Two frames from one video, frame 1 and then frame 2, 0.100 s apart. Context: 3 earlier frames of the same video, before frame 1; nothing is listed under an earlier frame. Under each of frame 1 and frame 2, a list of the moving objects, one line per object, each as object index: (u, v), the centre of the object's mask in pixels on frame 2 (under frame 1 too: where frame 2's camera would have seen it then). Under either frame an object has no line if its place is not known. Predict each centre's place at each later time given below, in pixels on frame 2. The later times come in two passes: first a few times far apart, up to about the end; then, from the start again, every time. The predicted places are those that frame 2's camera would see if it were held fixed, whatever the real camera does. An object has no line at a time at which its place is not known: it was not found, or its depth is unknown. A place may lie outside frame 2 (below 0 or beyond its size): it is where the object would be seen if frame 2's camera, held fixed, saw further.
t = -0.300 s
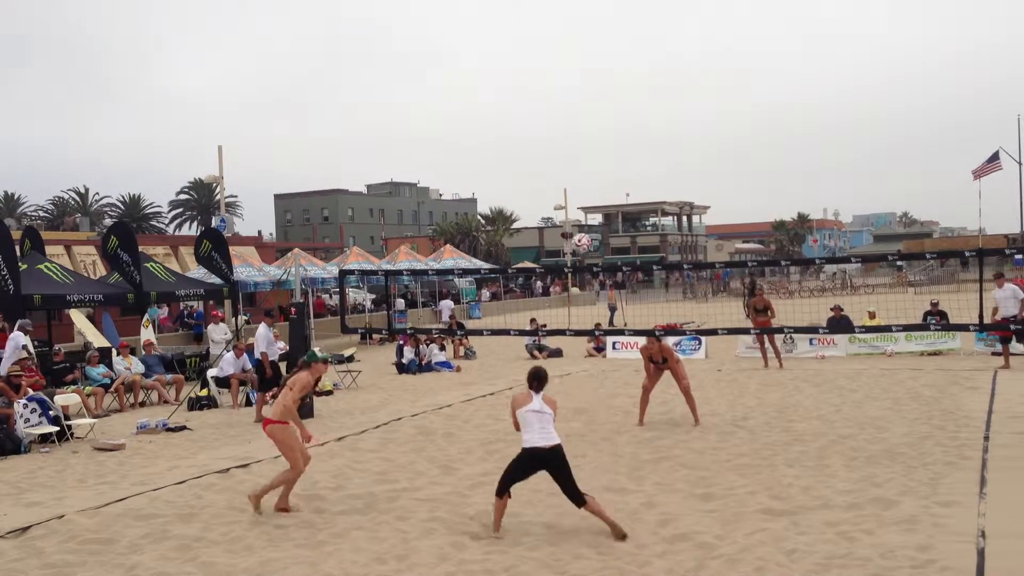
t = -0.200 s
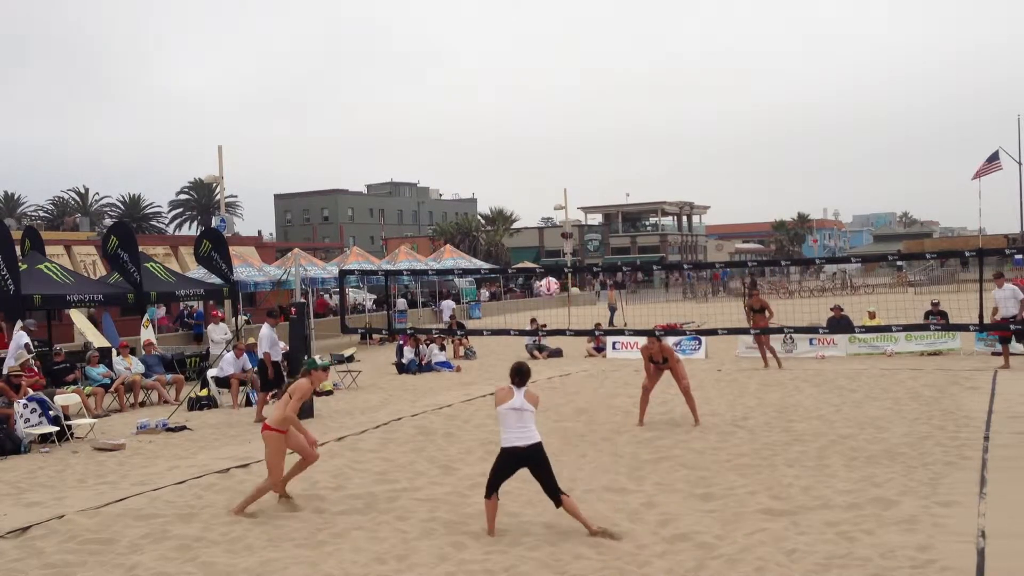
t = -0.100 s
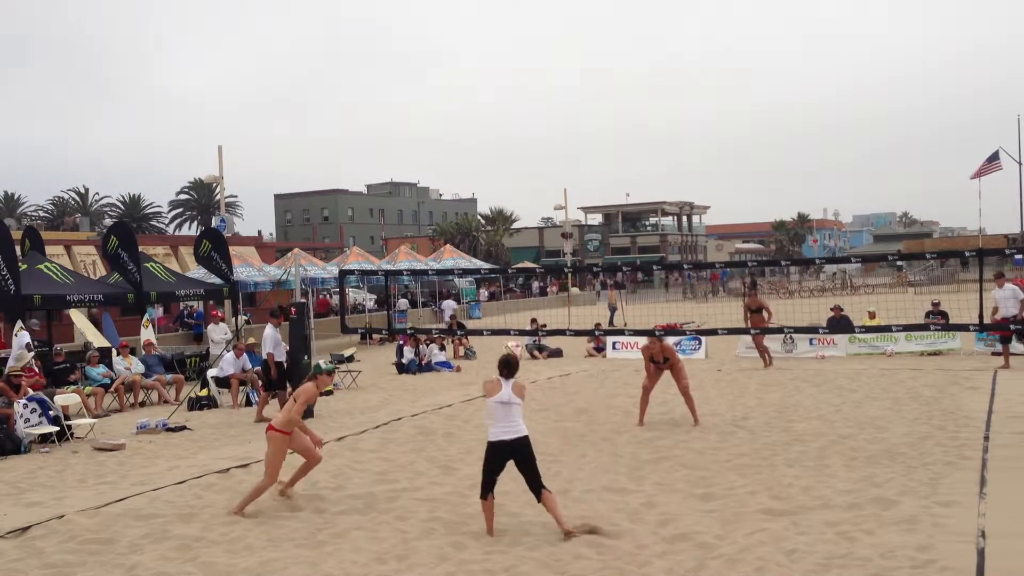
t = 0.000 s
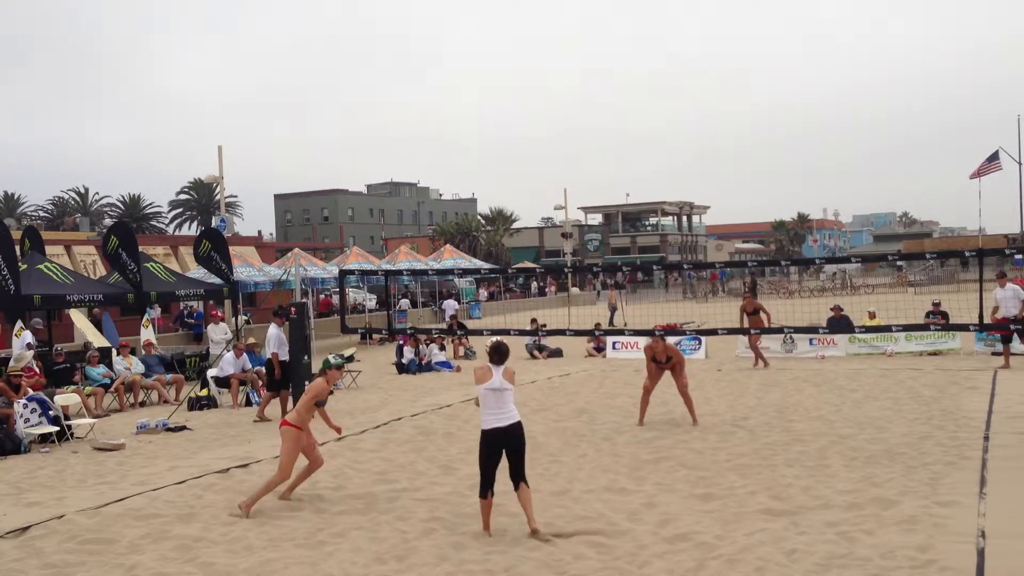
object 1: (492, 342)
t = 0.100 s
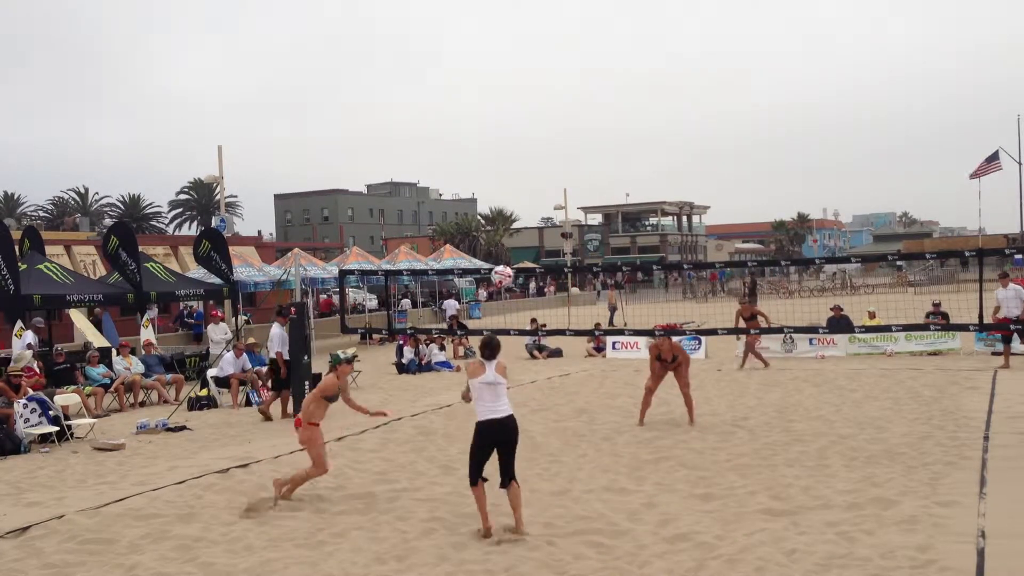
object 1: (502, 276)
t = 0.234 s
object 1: (509, 201)
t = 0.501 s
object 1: (522, 112)
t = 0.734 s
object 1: (533, 94)
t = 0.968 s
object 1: (545, 123)
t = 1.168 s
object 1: (553, 184)
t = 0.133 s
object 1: (503, 255)
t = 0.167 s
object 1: (505, 236)
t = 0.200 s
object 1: (506, 218)
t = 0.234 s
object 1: (509, 201)
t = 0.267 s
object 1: (510, 185)
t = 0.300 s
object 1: (512, 171)
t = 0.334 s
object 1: (514, 158)
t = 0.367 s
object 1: (515, 147)
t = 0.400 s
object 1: (517, 136)
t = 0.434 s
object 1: (518, 128)
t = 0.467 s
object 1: (520, 119)
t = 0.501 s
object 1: (522, 112)
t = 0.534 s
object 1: (523, 107)
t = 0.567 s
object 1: (525, 102)
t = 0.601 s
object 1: (526, 98)
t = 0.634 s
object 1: (528, 96)
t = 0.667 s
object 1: (530, 94)
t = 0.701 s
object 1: (531, 94)
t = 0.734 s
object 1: (533, 94)
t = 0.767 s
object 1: (533, 96)
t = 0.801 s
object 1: (536, 97)
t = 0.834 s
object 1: (538, 102)
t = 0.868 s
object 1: (539, 106)
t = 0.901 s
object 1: (541, 111)
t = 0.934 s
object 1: (542, 117)
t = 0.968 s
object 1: (545, 123)
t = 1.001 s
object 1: (546, 132)
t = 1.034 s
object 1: (547, 140)
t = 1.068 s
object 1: (548, 150)
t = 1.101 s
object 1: (550, 161)
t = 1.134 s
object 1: (552, 172)
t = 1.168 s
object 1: (553, 184)
